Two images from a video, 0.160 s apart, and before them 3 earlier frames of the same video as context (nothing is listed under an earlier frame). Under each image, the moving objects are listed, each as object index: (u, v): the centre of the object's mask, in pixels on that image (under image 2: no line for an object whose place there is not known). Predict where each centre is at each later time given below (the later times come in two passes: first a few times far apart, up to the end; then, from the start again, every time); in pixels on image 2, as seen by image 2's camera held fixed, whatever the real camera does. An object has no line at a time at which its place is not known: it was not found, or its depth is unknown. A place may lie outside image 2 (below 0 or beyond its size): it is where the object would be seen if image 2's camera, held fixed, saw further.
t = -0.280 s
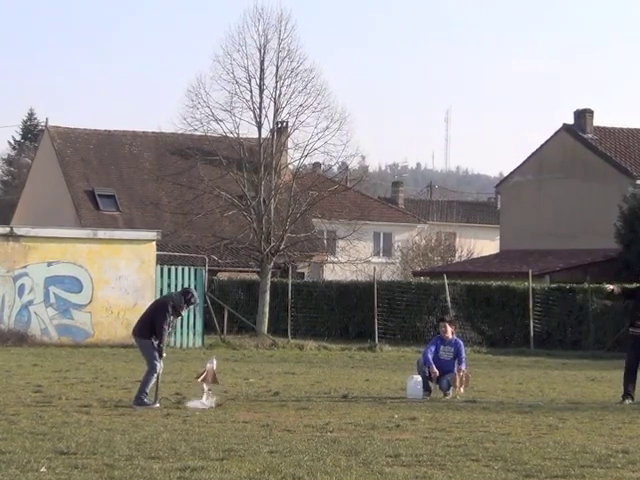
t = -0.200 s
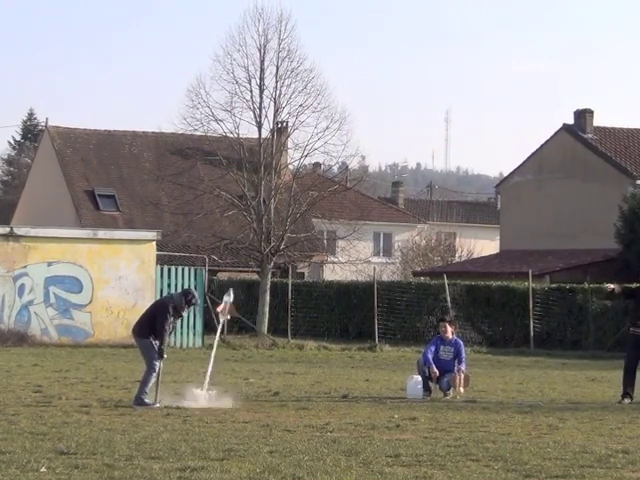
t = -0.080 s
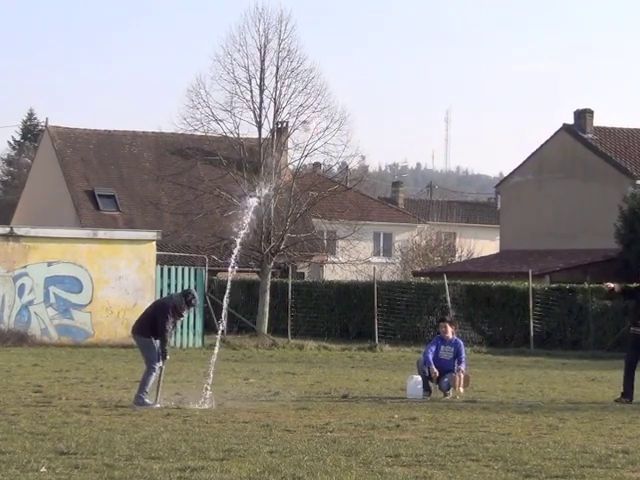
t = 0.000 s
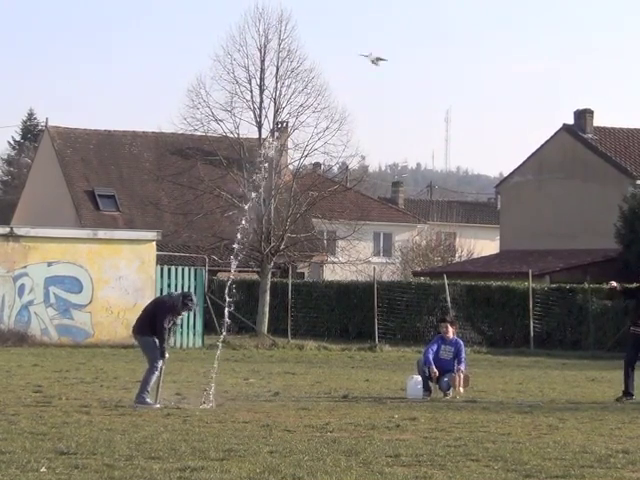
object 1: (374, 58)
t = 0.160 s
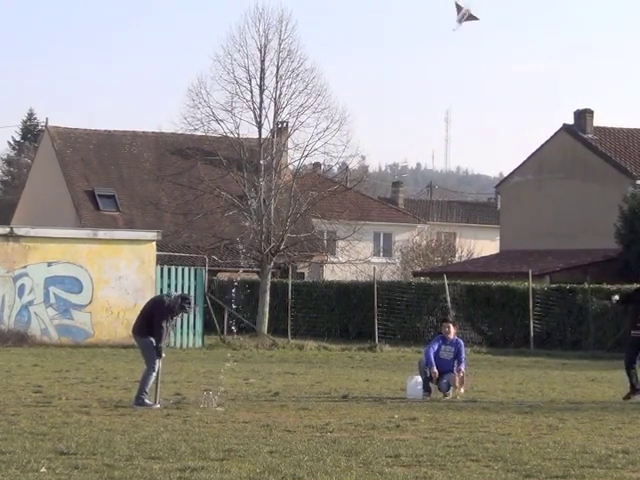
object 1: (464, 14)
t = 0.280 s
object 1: (517, 7)
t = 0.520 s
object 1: (606, 19)
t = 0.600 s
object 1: (631, 31)
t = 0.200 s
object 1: (482, 11)
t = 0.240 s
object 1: (500, 8)
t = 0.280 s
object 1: (517, 7)
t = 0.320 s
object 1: (533, 7)
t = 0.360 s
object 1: (549, 7)
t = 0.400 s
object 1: (563, 8)
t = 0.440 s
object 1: (578, 10)
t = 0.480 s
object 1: (592, 15)
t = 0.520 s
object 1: (606, 19)
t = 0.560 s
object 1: (619, 24)
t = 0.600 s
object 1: (631, 31)
